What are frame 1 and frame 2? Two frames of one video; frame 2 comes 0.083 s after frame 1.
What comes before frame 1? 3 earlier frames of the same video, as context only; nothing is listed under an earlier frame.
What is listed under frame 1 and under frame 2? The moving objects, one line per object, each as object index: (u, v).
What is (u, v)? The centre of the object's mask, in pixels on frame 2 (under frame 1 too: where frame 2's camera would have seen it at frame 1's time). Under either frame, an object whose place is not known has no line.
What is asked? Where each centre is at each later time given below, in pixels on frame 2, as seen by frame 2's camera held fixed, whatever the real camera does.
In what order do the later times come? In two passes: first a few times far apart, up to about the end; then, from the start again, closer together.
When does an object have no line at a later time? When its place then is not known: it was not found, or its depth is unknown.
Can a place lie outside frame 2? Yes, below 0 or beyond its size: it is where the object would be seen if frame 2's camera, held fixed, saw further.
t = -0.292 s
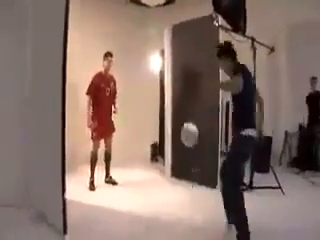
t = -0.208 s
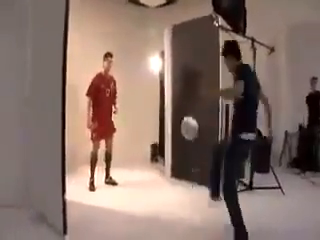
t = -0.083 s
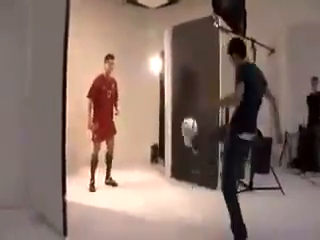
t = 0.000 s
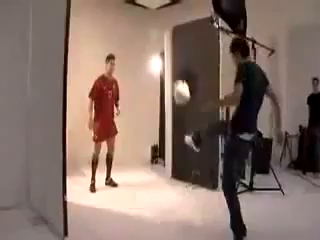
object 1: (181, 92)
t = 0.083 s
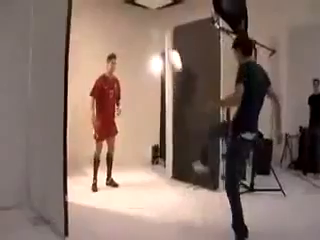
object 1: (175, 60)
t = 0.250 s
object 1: (157, 22)
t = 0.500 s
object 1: (131, 4)
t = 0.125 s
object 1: (170, 47)
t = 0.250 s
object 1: (157, 22)
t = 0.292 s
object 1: (153, 15)
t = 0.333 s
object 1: (149, 8)
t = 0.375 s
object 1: (146, 5)
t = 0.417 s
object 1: (142, 4)
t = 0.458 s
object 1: (134, 3)
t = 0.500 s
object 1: (131, 4)
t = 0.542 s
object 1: (128, 6)
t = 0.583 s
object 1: (123, 11)
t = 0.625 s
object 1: (119, 16)
